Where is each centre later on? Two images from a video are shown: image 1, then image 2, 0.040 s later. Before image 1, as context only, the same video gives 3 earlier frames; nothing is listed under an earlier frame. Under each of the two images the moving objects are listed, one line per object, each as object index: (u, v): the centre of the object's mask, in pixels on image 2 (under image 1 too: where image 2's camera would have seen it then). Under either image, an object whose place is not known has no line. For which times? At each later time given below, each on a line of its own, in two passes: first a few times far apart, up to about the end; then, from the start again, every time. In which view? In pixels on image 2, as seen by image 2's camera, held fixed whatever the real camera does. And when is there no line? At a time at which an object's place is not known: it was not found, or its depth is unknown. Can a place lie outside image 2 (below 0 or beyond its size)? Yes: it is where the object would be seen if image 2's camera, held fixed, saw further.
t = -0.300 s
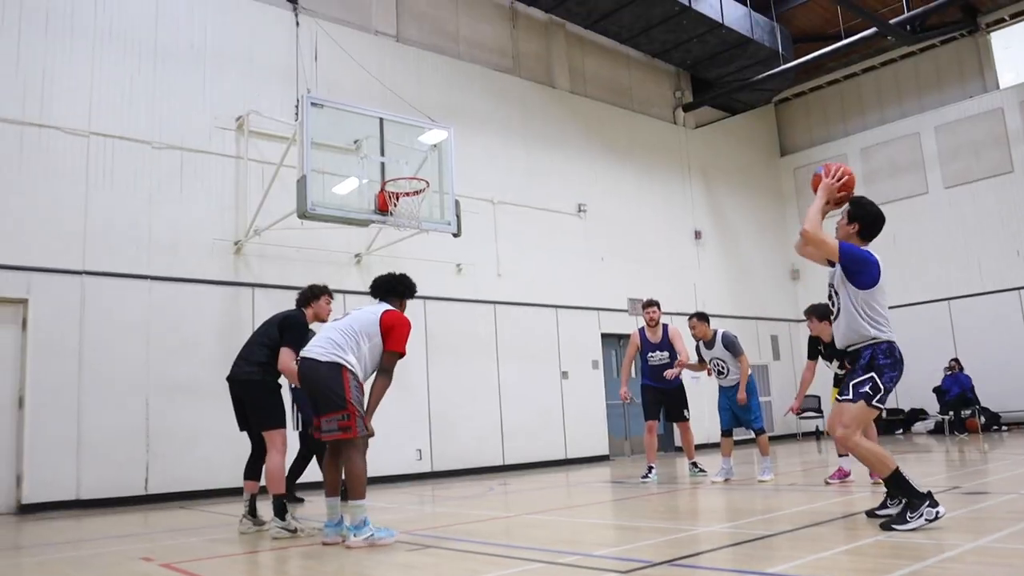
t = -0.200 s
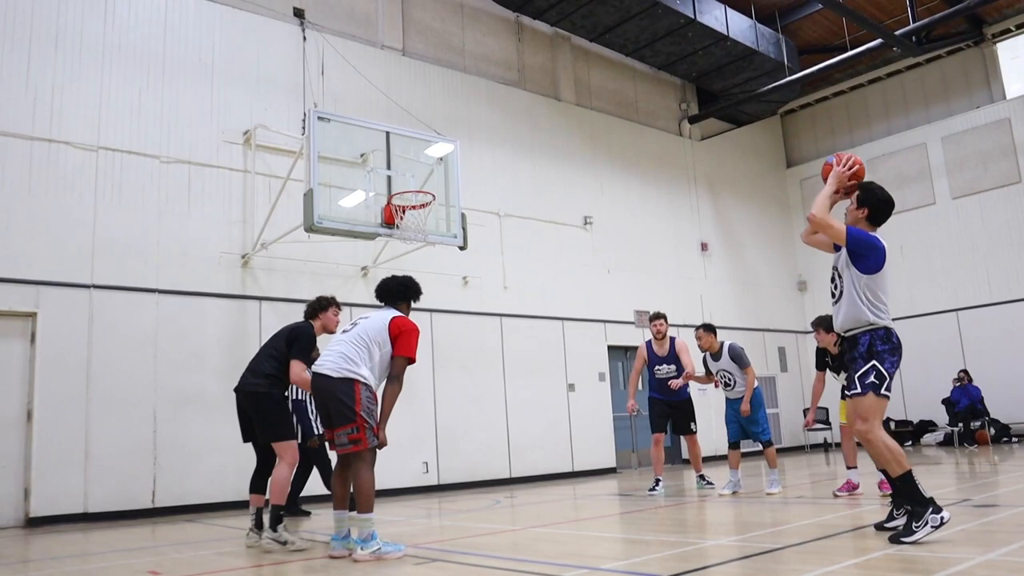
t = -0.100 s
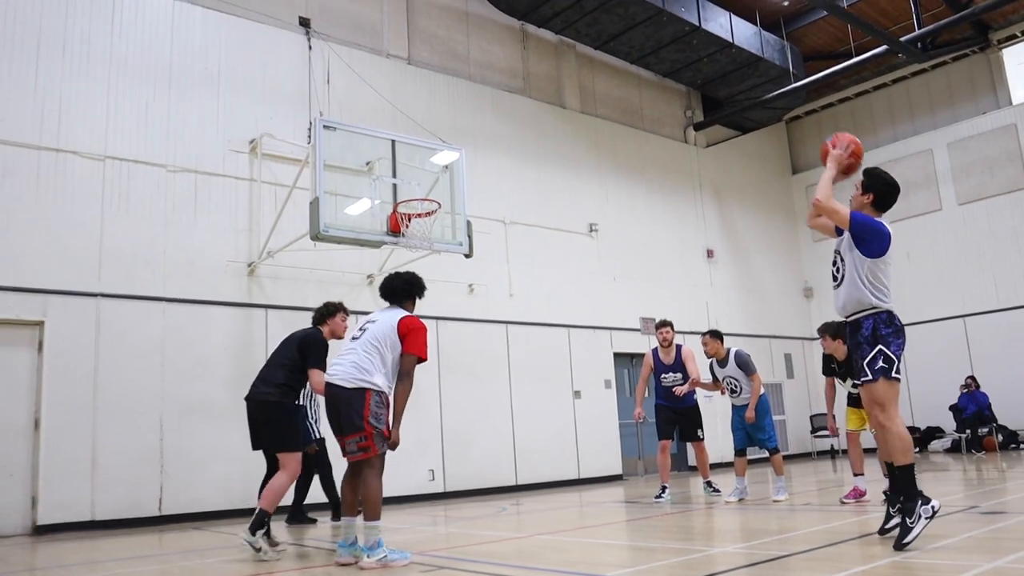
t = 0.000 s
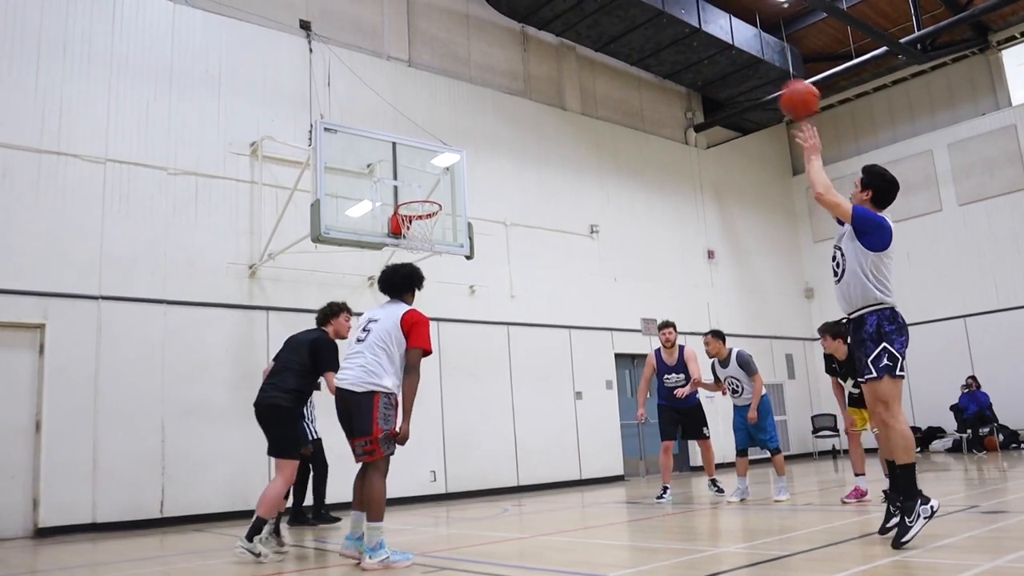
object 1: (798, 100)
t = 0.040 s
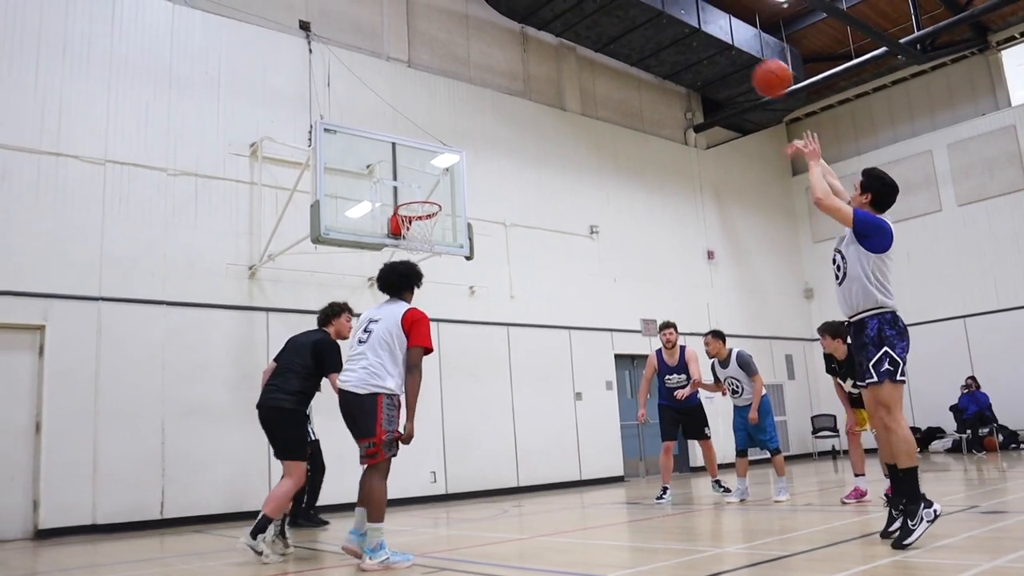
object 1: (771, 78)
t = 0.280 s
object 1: (645, 11)
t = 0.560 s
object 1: (545, 26)
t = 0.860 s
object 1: (467, 121)
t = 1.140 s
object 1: (451, 171)
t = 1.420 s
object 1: (487, 168)
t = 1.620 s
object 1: (519, 215)
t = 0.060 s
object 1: (759, 69)
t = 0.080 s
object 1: (747, 61)
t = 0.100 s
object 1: (735, 53)
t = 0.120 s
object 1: (724, 46)
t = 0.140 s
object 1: (713, 39)
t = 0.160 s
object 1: (702, 33)
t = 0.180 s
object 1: (692, 28)
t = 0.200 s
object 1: (682, 23)
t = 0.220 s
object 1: (673, 19)
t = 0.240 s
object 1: (663, 16)
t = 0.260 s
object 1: (654, 14)
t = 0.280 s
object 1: (645, 11)
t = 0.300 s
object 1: (637, 9)
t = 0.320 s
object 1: (628, 8)
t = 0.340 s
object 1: (620, 7)
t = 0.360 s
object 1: (612, 7)
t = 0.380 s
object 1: (605, 7)
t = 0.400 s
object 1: (597, 8)
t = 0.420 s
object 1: (590, 9)
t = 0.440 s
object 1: (583, 10)
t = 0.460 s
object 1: (577, 12)
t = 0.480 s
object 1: (570, 14)
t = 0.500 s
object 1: (563, 17)
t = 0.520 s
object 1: (557, 20)
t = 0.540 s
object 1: (551, 22)
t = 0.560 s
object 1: (545, 26)
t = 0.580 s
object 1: (539, 31)
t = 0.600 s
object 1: (533, 35)
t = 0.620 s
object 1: (527, 40)
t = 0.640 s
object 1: (522, 45)
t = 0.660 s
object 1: (516, 50)
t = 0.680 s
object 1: (511, 56)
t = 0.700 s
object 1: (506, 62)
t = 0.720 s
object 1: (500, 69)
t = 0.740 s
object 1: (496, 75)
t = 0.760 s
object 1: (491, 82)
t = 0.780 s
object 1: (486, 89)
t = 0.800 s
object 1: (481, 97)
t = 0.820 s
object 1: (476, 105)
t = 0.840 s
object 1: (471, 113)
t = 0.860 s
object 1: (467, 121)
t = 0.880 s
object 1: (462, 130)
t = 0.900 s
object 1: (458, 139)
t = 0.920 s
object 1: (454, 148)
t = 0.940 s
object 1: (450, 158)
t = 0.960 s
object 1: (446, 168)
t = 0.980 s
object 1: (442, 178)
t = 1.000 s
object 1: (438, 188)
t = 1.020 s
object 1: (436, 193)
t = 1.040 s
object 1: (439, 189)
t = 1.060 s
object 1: (441, 184)
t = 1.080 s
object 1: (443, 181)
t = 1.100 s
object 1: (446, 177)
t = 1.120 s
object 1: (448, 174)
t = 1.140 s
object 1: (451, 171)
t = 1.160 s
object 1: (453, 168)
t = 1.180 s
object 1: (456, 166)
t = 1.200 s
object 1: (458, 164)
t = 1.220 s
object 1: (461, 163)
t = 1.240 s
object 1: (463, 162)
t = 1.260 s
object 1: (466, 161)
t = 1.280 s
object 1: (468, 160)
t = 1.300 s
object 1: (471, 160)
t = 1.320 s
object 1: (474, 161)
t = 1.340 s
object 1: (476, 161)
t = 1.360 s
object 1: (479, 163)
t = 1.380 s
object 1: (482, 164)
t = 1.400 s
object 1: (485, 166)
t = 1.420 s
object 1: (487, 168)
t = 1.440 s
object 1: (490, 171)
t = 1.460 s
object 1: (493, 174)
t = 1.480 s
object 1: (496, 178)
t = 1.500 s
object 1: (499, 182)
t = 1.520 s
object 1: (503, 187)
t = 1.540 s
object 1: (506, 191)
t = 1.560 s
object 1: (508, 197)
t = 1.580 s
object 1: (512, 203)
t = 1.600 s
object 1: (516, 209)
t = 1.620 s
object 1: (519, 215)
